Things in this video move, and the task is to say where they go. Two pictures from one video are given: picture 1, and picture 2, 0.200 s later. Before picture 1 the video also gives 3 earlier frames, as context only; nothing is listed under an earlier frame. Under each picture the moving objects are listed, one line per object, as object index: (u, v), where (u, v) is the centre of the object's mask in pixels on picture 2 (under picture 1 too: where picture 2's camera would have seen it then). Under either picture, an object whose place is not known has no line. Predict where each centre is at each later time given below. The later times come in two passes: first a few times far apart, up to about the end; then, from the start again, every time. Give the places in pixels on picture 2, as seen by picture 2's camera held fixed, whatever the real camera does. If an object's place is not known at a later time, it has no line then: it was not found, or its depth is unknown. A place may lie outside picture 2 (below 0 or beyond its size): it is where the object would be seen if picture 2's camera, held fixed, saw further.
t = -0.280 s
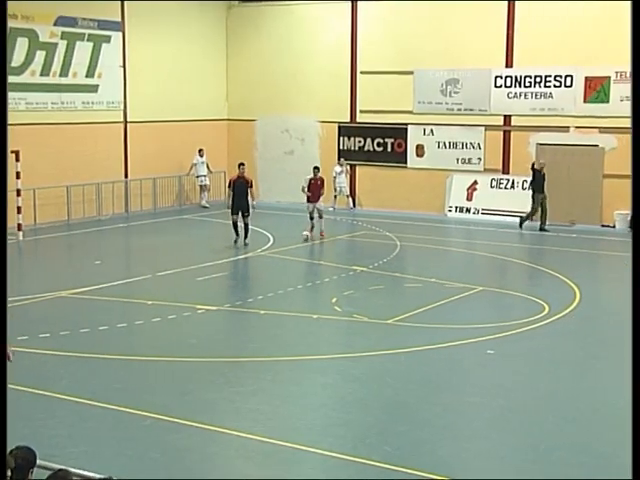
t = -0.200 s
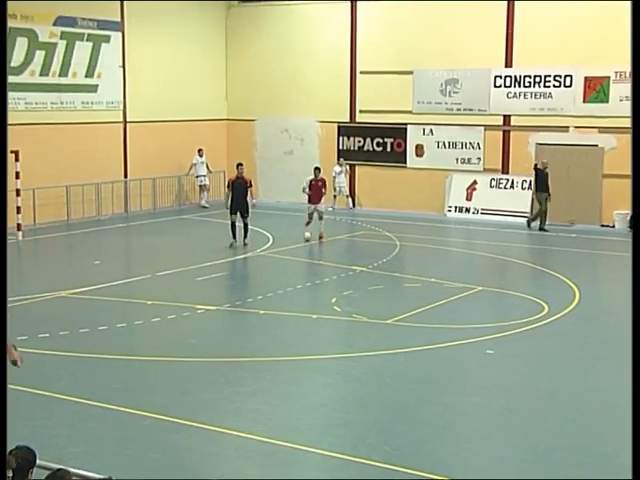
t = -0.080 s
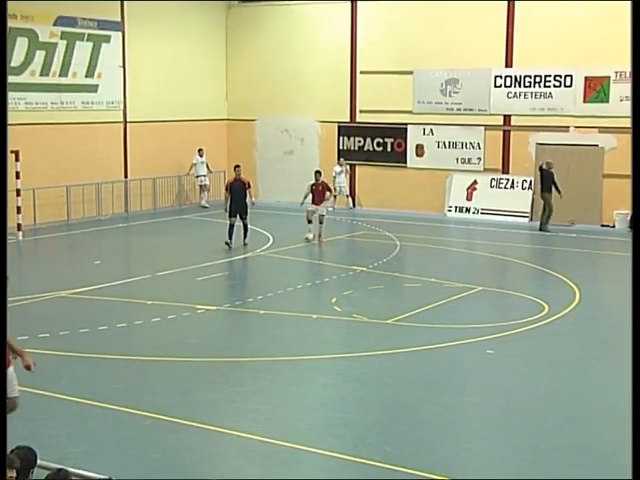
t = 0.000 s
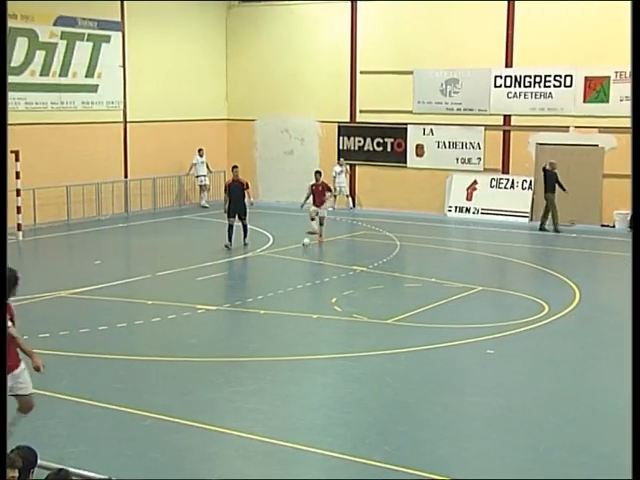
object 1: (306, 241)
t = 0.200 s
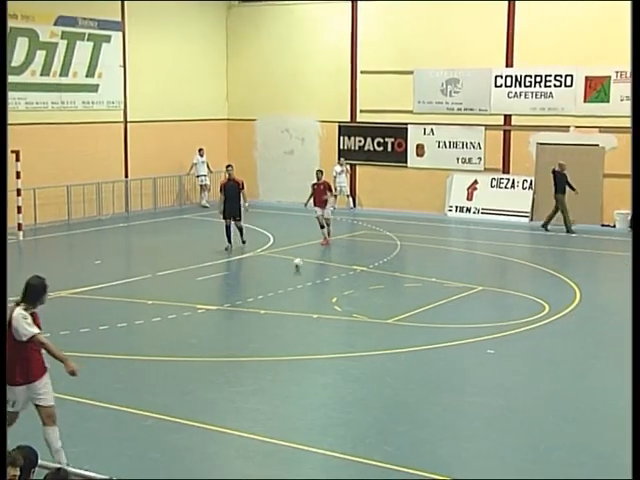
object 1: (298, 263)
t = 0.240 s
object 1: (296, 268)
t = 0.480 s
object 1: (285, 298)
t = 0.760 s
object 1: (271, 341)
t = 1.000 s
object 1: (259, 381)
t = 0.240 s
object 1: (296, 268)
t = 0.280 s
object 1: (294, 272)
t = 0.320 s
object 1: (292, 278)
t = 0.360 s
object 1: (290, 283)
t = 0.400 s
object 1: (288, 288)
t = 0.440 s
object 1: (287, 293)
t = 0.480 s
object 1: (285, 298)
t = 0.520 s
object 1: (284, 305)
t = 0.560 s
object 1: (281, 310)
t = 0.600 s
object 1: (279, 315)
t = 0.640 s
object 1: (277, 322)
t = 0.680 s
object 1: (274, 327)
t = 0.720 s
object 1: (273, 335)
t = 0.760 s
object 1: (271, 341)
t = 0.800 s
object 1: (268, 348)
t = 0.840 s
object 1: (267, 354)
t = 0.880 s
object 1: (265, 361)
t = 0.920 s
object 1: (263, 369)
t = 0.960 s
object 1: (262, 375)
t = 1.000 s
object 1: (259, 381)
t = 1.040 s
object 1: (258, 390)
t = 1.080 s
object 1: (256, 396)
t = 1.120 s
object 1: (255, 405)
